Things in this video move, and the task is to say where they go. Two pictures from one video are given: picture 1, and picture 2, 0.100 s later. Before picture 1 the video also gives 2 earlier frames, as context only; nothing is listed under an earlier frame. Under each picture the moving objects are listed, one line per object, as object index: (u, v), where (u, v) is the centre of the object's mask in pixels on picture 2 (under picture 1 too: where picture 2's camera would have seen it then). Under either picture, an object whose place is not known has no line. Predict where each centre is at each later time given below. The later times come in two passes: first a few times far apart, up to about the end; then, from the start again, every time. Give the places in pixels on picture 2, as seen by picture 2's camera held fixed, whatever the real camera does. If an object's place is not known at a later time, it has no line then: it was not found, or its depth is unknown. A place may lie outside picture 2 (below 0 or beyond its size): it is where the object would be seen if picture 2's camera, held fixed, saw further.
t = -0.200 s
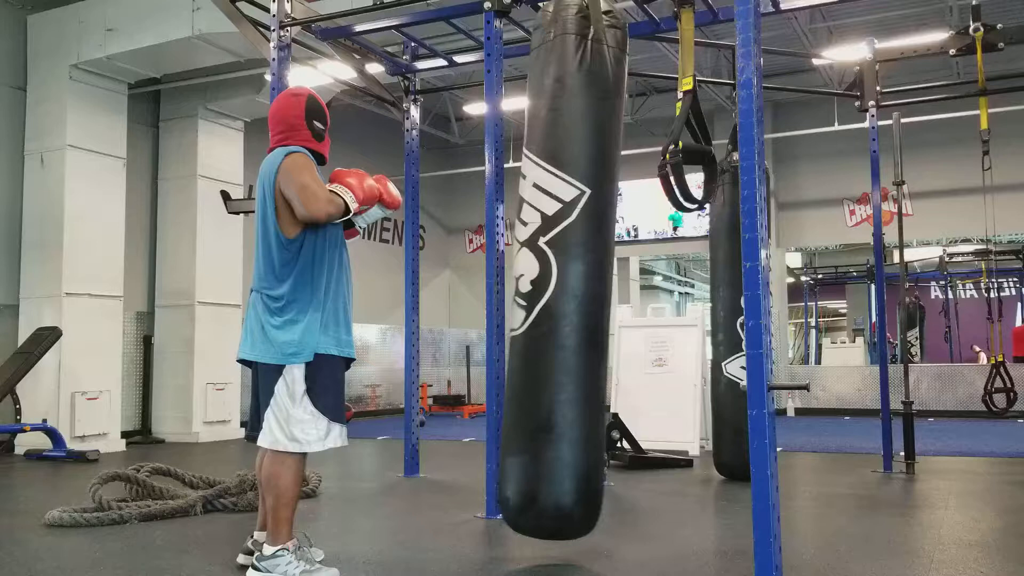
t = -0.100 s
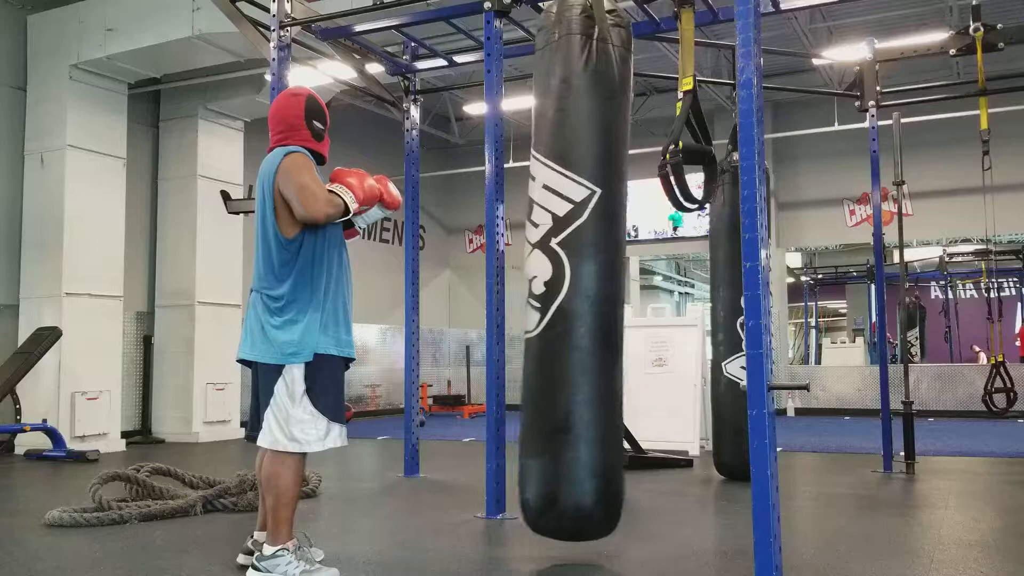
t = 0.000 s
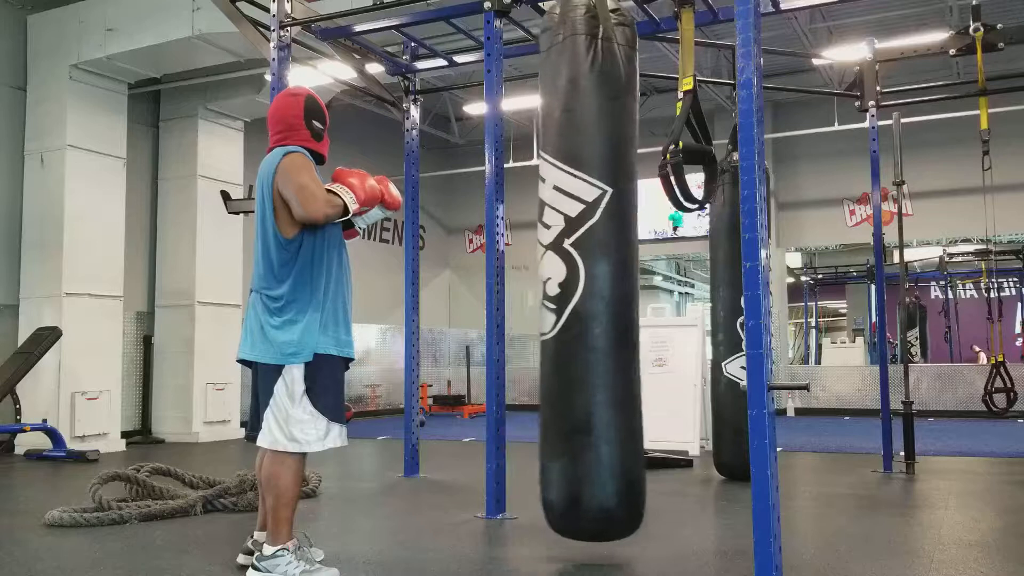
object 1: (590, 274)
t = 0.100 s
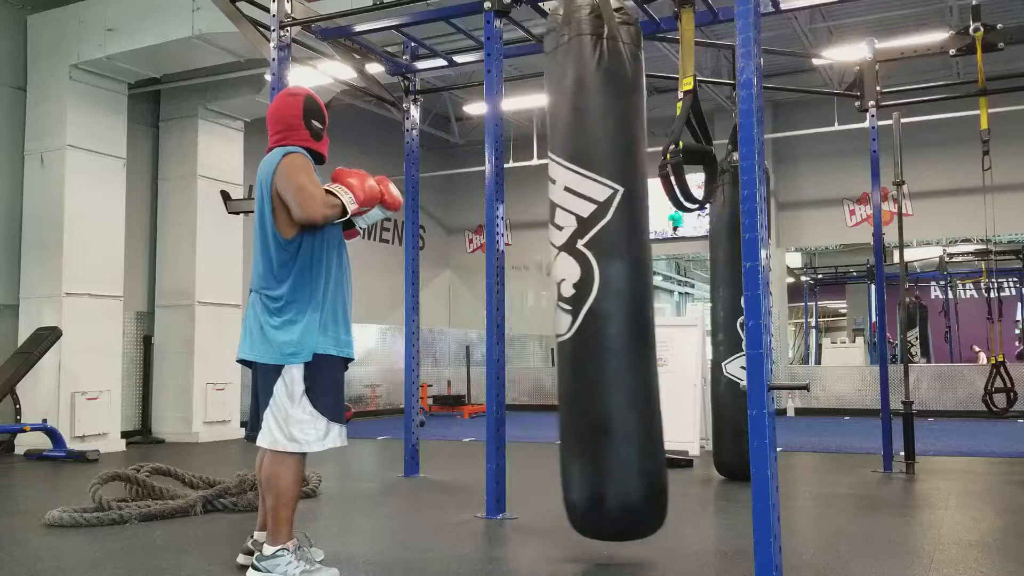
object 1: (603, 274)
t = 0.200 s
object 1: (616, 272)
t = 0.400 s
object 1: (635, 272)
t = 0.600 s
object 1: (644, 271)
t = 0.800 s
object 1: (641, 270)
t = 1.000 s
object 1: (626, 269)
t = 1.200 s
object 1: (602, 269)
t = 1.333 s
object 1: (585, 270)
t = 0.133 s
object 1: (608, 273)
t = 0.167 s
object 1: (612, 272)
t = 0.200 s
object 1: (616, 272)
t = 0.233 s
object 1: (620, 272)
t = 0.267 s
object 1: (623, 272)
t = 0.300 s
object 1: (627, 272)
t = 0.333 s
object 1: (630, 272)
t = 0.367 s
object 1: (633, 272)
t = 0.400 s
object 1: (635, 272)
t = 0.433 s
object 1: (638, 271)
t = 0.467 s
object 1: (640, 271)
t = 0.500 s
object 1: (642, 271)
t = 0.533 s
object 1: (643, 271)
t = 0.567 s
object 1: (644, 271)
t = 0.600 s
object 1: (644, 271)
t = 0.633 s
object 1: (644, 270)
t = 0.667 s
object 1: (645, 270)
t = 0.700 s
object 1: (644, 270)
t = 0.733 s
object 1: (644, 270)
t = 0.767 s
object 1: (642, 270)
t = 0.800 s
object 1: (641, 270)
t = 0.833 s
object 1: (639, 270)
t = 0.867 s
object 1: (637, 269)
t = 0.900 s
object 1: (635, 269)
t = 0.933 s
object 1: (632, 269)
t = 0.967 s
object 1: (629, 269)
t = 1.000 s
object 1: (626, 269)
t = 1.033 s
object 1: (622, 270)
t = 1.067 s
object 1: (619, 269)
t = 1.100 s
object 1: (615, 269)
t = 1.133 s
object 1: (611, 269)
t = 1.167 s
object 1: (606, 269)
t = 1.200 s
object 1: (602, 269)
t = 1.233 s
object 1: (598, 269)
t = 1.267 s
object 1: (594, 269)
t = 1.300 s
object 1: (589, 270)
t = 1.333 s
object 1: (585, 270)
